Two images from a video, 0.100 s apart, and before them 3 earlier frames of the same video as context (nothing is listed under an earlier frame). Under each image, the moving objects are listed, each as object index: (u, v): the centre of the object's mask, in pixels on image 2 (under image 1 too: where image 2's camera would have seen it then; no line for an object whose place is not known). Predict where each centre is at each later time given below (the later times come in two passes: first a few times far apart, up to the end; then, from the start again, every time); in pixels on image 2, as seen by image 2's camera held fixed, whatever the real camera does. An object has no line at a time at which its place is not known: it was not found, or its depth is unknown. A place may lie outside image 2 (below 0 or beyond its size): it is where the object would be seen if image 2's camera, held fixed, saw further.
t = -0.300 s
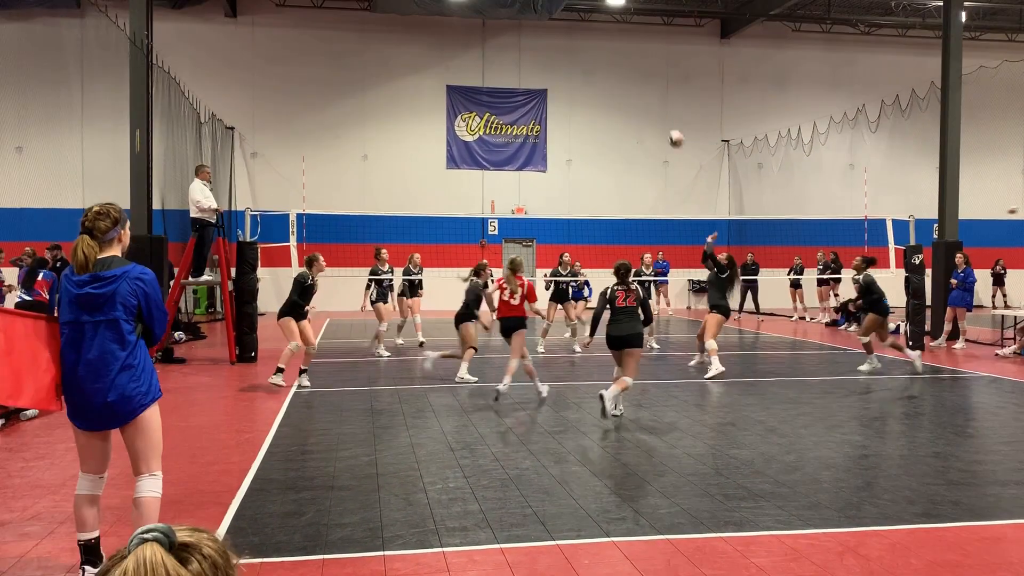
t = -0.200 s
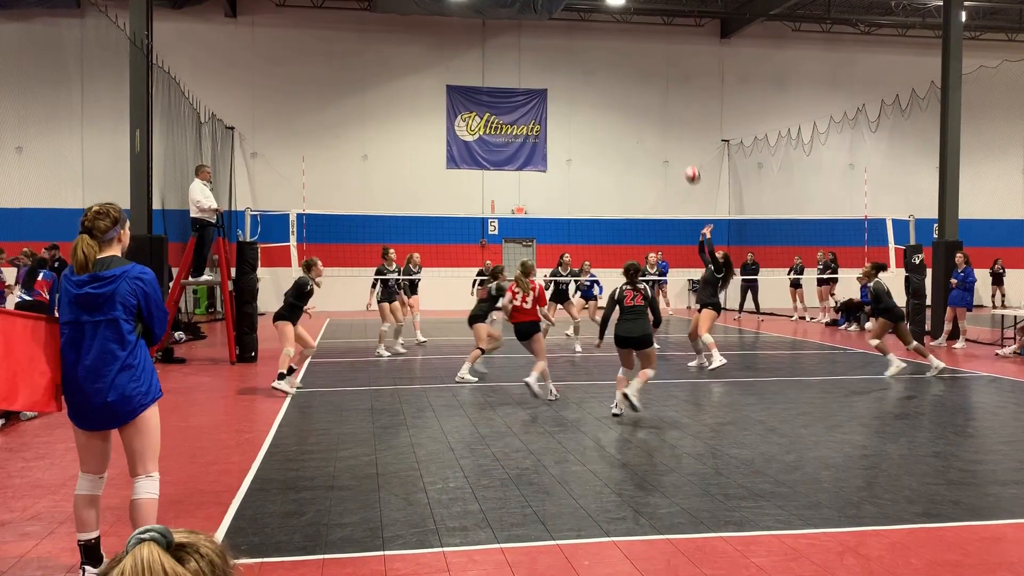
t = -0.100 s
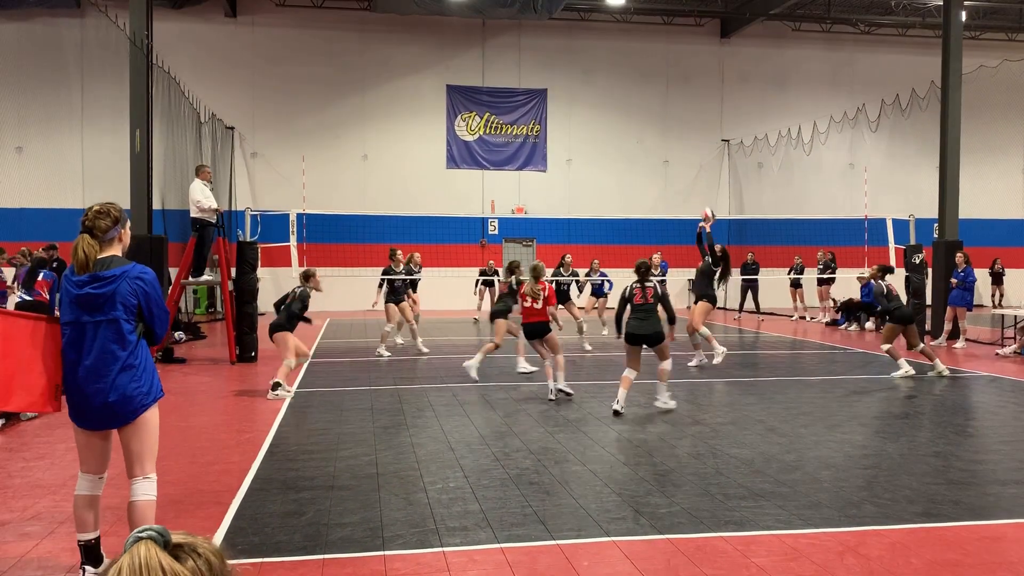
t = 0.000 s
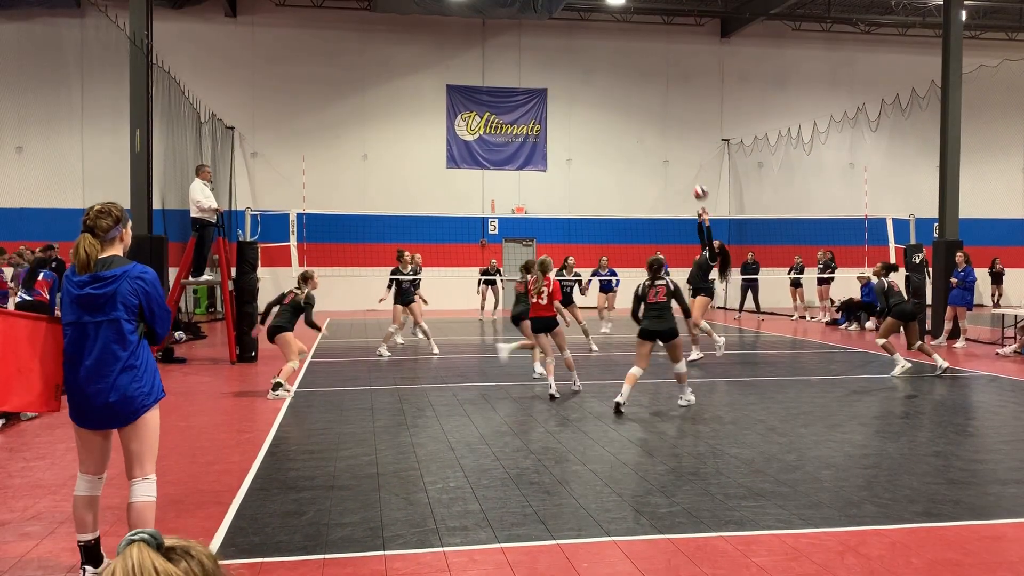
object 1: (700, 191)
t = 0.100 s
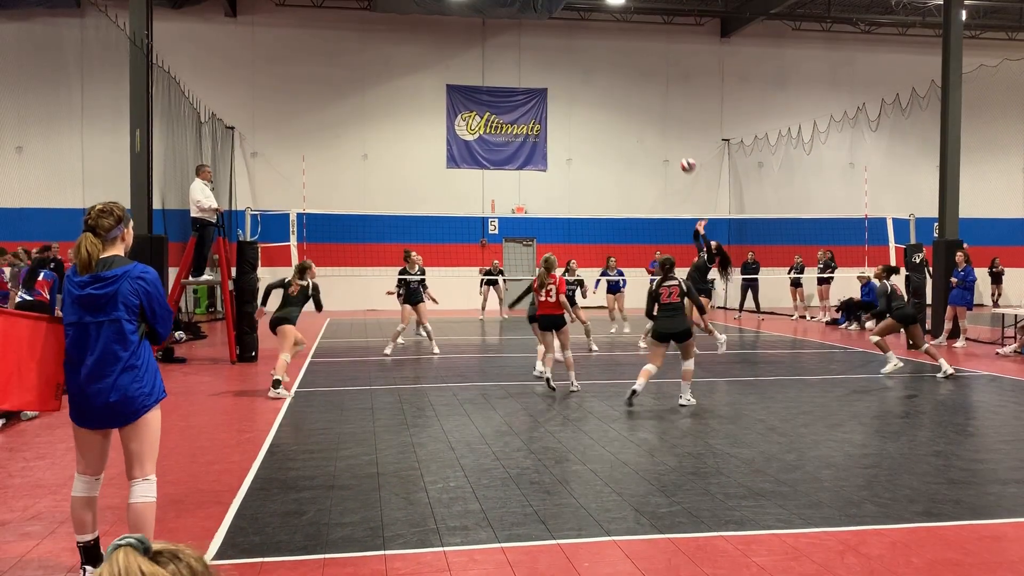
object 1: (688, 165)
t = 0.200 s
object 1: (675, 144)
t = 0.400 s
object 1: (650, 126)
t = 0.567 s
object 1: (630, 131)
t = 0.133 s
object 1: (683, 157)
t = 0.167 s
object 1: (679, 150)
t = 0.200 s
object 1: (675, 144)
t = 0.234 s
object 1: (671, 139)
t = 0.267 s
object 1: (666, 135)
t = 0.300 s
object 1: (662, 132)
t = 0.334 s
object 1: (658, 128)
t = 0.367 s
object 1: (655, 127)
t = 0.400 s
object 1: (650, 126)
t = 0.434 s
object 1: (646, 125)
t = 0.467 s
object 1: (642, 126)
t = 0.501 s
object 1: (638, 127)
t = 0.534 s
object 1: (634, 128)
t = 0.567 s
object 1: (630, 131)
